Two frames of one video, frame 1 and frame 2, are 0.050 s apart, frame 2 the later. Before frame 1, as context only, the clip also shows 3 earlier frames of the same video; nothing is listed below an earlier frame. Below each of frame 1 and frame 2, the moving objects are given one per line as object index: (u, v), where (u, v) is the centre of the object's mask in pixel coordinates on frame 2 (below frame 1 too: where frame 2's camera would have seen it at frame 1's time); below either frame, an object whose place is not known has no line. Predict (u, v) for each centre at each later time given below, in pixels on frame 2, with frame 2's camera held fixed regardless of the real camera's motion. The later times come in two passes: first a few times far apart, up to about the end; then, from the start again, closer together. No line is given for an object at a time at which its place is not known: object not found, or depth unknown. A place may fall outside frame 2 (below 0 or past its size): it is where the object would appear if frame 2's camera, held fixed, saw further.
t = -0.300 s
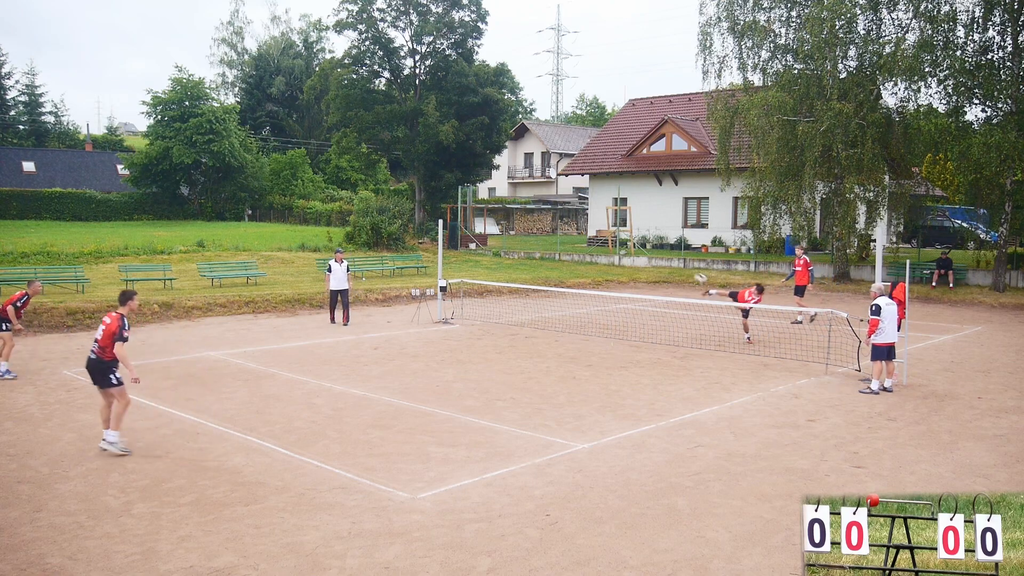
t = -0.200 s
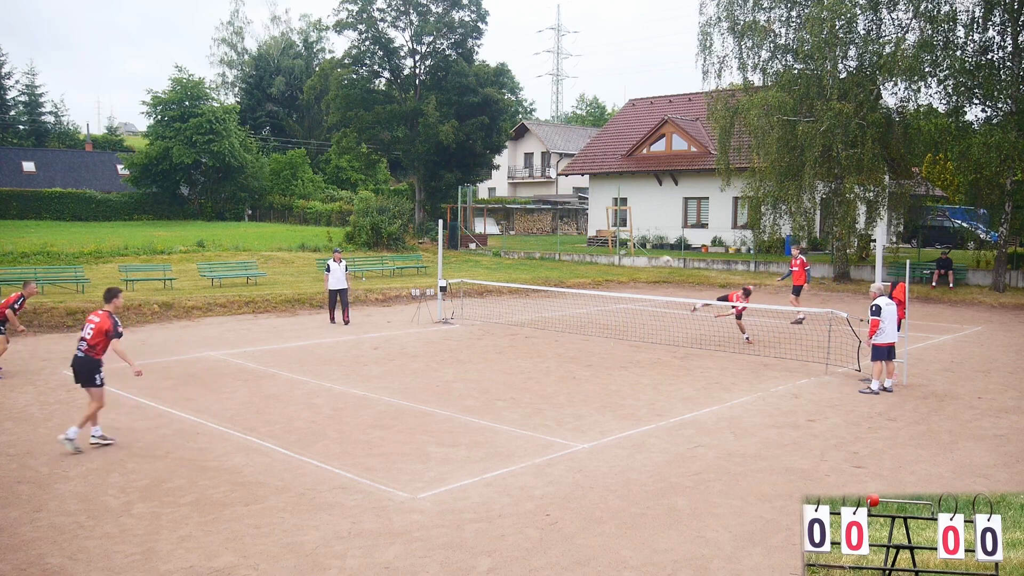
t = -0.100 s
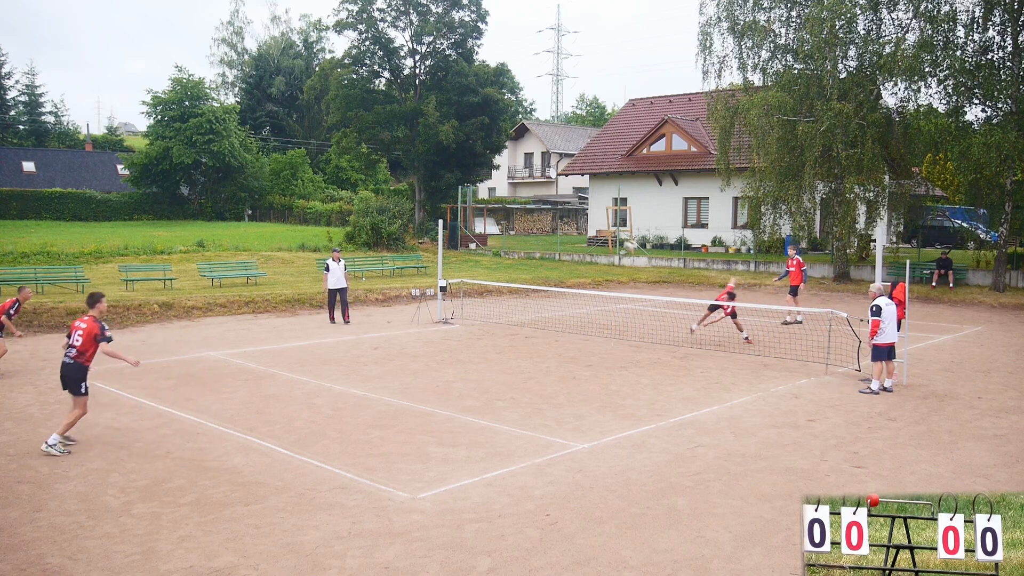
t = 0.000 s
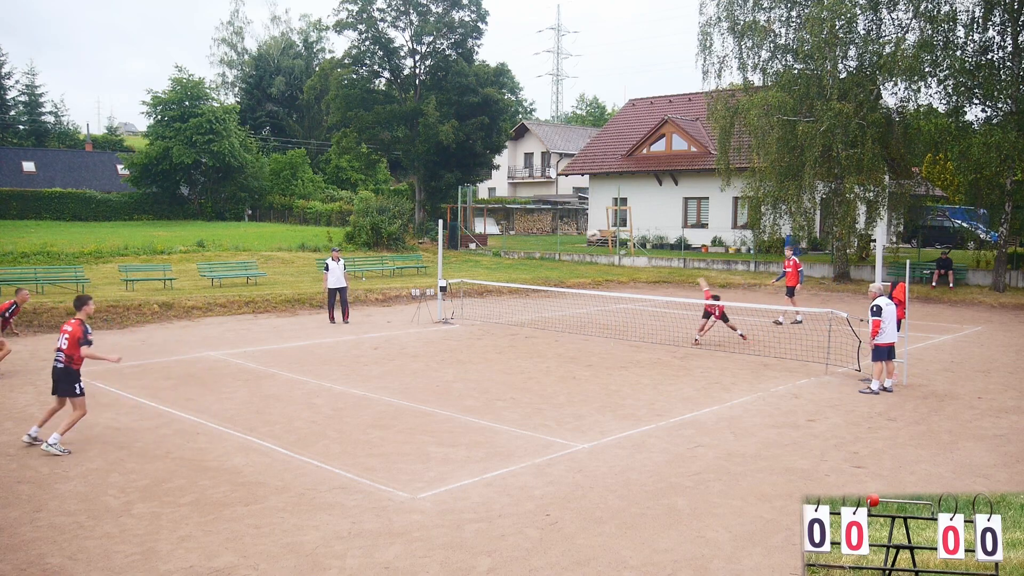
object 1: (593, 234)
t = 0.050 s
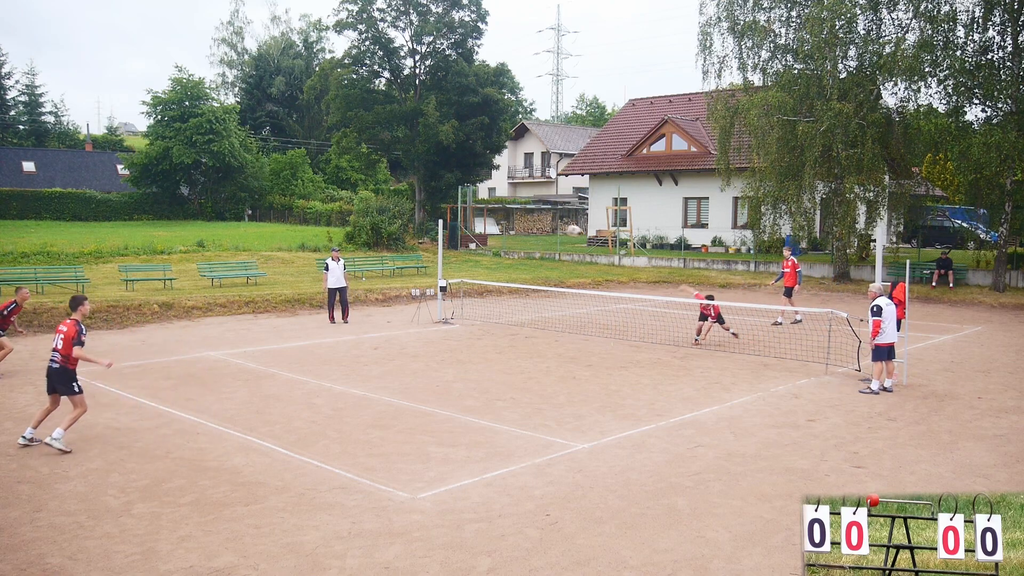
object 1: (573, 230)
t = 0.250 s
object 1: (492, 227)
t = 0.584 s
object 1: (322, 275)
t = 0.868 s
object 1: (149, 392)
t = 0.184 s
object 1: (518, 226)
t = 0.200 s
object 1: (512, 227)
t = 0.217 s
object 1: (505, 226)
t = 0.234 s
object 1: (500, 226)
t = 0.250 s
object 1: (492, 227)
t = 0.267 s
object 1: (480, 227)
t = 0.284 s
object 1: (475, 228)
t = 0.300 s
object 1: (466, 230)
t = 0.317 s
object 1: (460, 231)
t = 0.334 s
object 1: (452, 233)
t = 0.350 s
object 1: (446, 233)
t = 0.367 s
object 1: (436, 235)
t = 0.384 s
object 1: (428, 237)
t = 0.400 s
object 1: (420, 239)
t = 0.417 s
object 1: (413, 241)
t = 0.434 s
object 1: (404, 244)
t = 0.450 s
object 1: (395, 246)
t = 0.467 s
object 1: (388, 249)
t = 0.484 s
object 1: (381, 252)
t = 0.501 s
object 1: (371, 254)
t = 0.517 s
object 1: (361, 258)
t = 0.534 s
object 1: (353, 262)
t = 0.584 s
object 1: (322, 275)
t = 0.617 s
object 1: (306, 284)
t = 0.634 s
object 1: (297, 290)
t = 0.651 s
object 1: (287, 295)
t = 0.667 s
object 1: (277, 301)
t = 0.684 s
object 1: (266, 307)
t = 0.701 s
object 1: (256, 314)
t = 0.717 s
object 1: (247, 320)
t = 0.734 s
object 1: (235, 327)
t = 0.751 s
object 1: (226, 334)
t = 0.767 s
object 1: (214, 342)
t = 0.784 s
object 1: (203, 350)
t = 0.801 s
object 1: (193, 357)
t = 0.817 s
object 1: (182, 365)
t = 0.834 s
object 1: (171, 375)
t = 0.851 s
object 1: (159, 383)
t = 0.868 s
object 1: (149, 392)
